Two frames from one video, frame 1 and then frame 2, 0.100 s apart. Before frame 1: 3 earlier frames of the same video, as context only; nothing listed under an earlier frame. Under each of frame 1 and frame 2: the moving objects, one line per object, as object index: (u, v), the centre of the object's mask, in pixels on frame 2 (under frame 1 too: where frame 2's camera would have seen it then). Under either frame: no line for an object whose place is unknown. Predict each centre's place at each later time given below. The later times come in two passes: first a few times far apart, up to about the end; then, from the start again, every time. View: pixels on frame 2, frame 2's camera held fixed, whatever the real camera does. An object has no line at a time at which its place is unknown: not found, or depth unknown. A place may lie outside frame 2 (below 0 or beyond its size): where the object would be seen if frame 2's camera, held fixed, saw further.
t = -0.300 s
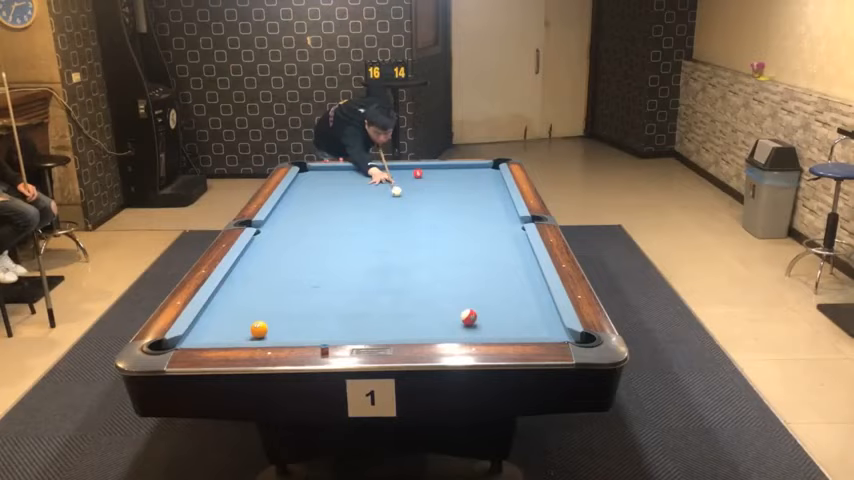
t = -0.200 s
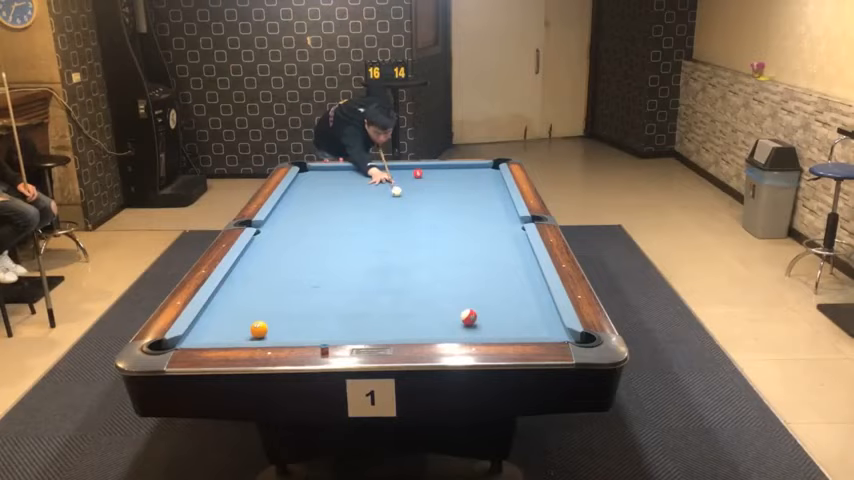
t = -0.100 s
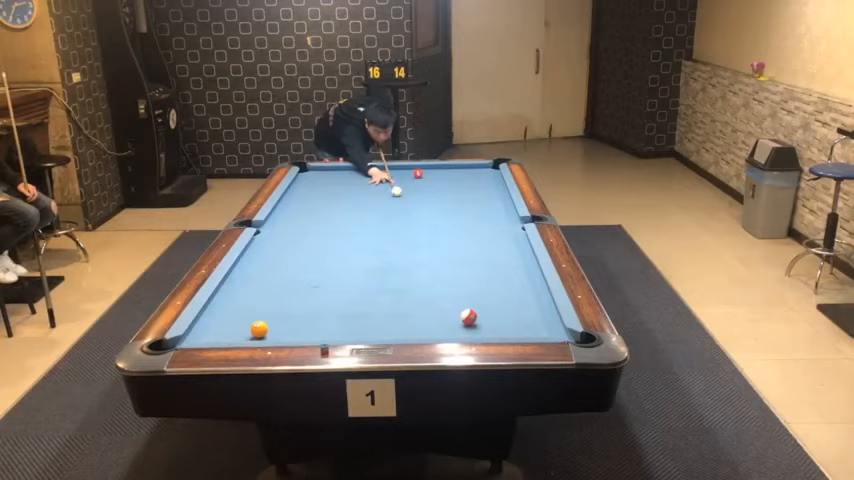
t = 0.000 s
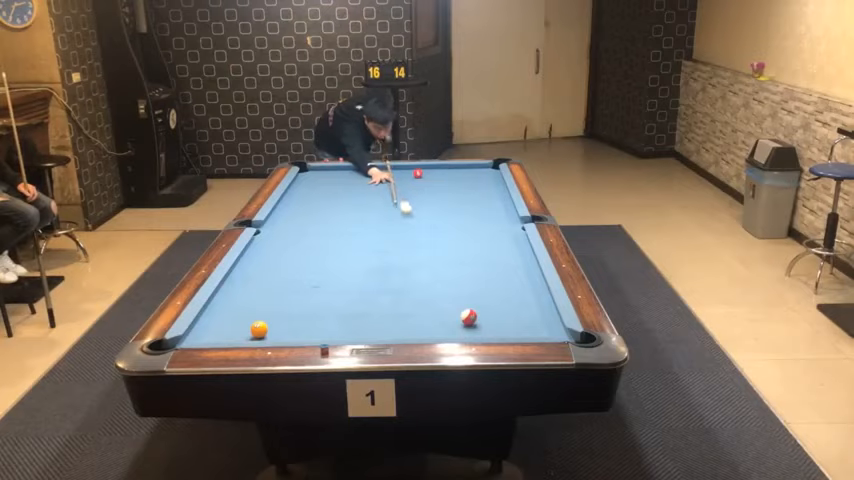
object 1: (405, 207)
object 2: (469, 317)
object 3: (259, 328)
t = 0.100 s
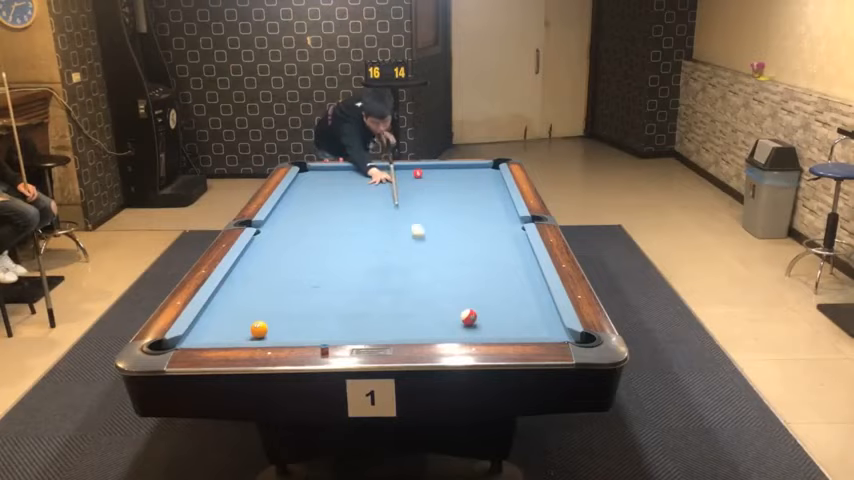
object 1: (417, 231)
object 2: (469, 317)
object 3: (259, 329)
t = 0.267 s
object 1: (440, 275)
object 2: (468, 317)
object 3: (259, 328)
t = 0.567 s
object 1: (408, 328)
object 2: (532, 321)
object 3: (258, 328)
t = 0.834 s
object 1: (336, 331)
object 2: (523, 291)
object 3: (258, 328)
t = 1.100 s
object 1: (268, 321)
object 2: (485, 268)
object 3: (254, 330)
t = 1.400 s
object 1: (224, 302)
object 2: (451, 247)
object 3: (227, 336)
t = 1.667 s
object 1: (244, 284)
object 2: (425, 232)
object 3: (221, 335)
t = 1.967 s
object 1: (280, 267)
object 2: (401, 217)
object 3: (214, 332)
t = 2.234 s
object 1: (307, 254)
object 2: (381, 205)
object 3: (210, 331)
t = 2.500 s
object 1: (331, 242)
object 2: (365, 194)
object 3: (205, 328)
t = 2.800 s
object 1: (355, 230)
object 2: (348, 184)
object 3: (201, 326)
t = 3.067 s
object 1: (373, 222)
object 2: (337, 176)
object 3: (199, 325)
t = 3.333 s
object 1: (389, 213)
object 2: (324, 169)
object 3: (199, 324)
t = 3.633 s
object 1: (406, 206)
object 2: (307, 172)
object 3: (199, 324)
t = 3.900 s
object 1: (420, 199)
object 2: (305, 175)
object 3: (199, 324)
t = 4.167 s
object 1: (431, 193)
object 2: (313, 178)
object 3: (199, 324)
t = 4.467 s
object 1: (443, 187)
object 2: (320, 182)
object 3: (199, 324)
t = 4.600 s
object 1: (448, 185)
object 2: (323, 184)
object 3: (199, 324)
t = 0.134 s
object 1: (422, 239)
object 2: (469, 317)
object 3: (259, 329)
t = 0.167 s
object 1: (426, 247)
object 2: (469, 317)
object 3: (259, 329)
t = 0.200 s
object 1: (431, 256)
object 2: (469, 317)
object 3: (259, 328)
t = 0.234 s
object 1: (436, 266)
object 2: (469, 317)
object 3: (259, 328)
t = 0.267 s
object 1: (440, 275)
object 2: (468, 317)
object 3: (259, 328)
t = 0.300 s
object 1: (446, 285)
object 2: (469, 317)
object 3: (259, 329)
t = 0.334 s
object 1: (451, 295)
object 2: (468, 317)
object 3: (259, 328)
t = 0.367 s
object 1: (456, 307)
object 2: (469, 317)
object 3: (259, 328)
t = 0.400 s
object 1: (452, 314)
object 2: (479, 322)
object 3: (259, 328)
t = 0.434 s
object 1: (442, 317)
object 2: (496, 328)
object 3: (259, 328)
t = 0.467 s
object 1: (433, 320)
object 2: (512, 331)
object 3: (259, 328)
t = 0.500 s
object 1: (425, 322)
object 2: (519, 328)
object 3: (259, 328)
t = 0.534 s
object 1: (417, 326)
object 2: (526, 325)
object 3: (259, 328)
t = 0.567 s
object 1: (408, 328)
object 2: (532, 321)
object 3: (258, 328)
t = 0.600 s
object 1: (400, 329)
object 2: (537, 316)
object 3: (259, 328)
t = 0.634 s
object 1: (392, 331)
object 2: (543, 312)
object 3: (258, 328)
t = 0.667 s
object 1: (383, 333)
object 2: (549, 309)
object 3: (259, 328)
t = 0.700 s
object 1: (374, 333)
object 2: (544, 304)
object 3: (258, 328)
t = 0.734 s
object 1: (364, 333)
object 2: (538, 301)
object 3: (258, 328)
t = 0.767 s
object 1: (355, 332)
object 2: (533, 298)
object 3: (258, 328)
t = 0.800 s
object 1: (345, 331)
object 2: (527, 295)
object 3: (258, 328)
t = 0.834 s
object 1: (336, 331)
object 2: (523, 291)
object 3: (258, 328)
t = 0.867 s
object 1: (326, 330)
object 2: (518, 288)
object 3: (258, 328)
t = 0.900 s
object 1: (317, 329)
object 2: (512, 285)
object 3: (258, 328)
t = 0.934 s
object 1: (307, 328)
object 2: (507, 282)
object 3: (258, 328)
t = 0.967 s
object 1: (298, 327)
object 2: (503, 279)
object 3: (258, 329)
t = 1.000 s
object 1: (289, 326)
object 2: (498, 277)
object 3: (258, 329)
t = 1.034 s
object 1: (280, 326)
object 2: (494, 274)
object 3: (259, 329)
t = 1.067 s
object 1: (272, 324)
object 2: (489, 271)
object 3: (257, 329)
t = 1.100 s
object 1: (268, 321)
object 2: (485, 268)
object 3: (254, 330)
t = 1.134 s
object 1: (263, 318)
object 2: (481, 265)
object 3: (250, 330)
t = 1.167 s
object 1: (258, 316)
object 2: (477, 264)
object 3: (247, 332)
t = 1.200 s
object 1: (252, 314)
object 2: (473, 261)
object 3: (244, 333)
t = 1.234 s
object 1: (247, 312)
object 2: (469, 259)
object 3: (241, 333)
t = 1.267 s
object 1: (242, 310)
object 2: (465, 256)
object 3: (238, 334)
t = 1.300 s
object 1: (238, 308)
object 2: (462, 254)
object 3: (235, 335)
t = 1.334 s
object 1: (233, 306)
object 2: (458, 252)
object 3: (233, 335)
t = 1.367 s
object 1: (228, 304)
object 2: (454, 249)
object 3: (230, 337)
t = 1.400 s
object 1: (224, 302)
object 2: (451, 247)
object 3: (227, 336)
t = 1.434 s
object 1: (219, 300)
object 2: (447, 246)
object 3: (227, 336)
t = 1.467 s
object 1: (217, 298)
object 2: (444, 243)
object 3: (225, 336)
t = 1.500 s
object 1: (222, 295)
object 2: (441, 242)
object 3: (225, 336)
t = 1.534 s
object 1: (226, 293)
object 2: (437, 239)
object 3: (224, 336)
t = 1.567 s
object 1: (231, 291)
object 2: (434, 238)
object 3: (223, 336)
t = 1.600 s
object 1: (236, 289)
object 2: (431, 235)
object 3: (223, 335)
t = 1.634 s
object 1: (240, 286)
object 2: (428, 234)
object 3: (222, 335)
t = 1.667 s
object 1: (244, 284)
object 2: (425, 232)
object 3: (221, 335)
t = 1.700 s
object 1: (248, 282)
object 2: (422, 230)
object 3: (220, 335)
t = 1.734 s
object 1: (253, 280)
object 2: (420, 228)
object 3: (219, 335)
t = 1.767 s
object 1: (257, 278)
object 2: (416, 226)
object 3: (218, 334)
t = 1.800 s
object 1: (261, 276)
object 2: (413, 225)
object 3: (217, 334)
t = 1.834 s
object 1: (265, 274)
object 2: (411, 223)
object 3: (217, 334)
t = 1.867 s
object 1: (268, 272)
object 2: (408, 221)
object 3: (216, 333)
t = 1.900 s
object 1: (272, 270)
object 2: (406, 220)
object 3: (215, 333)
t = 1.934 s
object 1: (276, 268)
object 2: (403, 218)
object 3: (214, 333)
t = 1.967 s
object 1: (280, 267)
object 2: (401, 217)
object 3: (214, 332)
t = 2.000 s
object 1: (283, 265)
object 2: (398, 215)
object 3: (213, 332)
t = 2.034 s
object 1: (287, 263)
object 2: (396, 214)
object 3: (213, 332)
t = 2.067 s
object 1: (290, 262)
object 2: (393, 212)
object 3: (212, 332)
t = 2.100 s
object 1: (294, 260)
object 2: (391, 211)
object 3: (212, 331)
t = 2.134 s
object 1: (297, 258)
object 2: (388, 210)
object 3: (211, 331)
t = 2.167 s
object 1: (301, 257)
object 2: (386, 208)
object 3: (211, 331)
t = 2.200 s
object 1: (304, 255)
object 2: (384, 206)
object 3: (210, 331)
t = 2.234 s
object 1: (307, 254)
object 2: (381, 205)
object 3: (210, 331)
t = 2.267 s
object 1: (310, 252)
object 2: (379, 204)
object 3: (209, 330)
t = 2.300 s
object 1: (313, 251)
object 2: (377, 202)
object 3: (208, 330)
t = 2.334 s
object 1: (317, 249)
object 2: (375, 201)
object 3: (207, 329)
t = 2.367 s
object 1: (320, 248)
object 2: (373, 199)
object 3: (207, 328)
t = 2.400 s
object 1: (323, 246)
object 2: (371, 198)
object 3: (207, 328)
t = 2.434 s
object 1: (326, 245)
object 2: (369, 197)
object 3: (206, 328)
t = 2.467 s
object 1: (328, 244)
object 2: (367, 196)
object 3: (206, 328)
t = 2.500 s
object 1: (331, 242)
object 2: (365, 194)
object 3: (205, 328)
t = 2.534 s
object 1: (334, 241)
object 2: (363, 194)
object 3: (205, 327)
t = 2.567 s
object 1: (337, 239)
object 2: (361, 192)
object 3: (204, 327)
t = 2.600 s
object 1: (339, 238)
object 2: (359, 191)
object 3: (204, 327)
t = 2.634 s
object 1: (342, 237)
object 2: (357, 189)
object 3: (204, 327)
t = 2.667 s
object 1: (345, 235)
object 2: (356, 189)
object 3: (203, 327)
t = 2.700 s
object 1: (347, 234)
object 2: (354, 188)
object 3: (202, 326)
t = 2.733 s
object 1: (350, 233)
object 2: (353, 186)
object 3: (202, 327)
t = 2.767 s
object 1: (352, 232)
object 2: (350, 185)
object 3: (202, 327)
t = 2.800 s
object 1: (355, 230)
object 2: (348, 184)
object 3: (201, 326)
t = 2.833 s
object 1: (357, 229)
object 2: (347, 184)
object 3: (201, 326)
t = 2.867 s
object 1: (359, 228)
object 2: (345, 182)
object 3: (201, 326)
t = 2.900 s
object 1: (362, 227)
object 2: (344, 181)
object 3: (201, 326)
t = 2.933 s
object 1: (364, 226)
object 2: (342, 180)
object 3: (200, 325)
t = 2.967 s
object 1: (367, 225)
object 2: (340, 179)
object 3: (200, 325)
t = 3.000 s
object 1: (369, 224)
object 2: (339, 179)
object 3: (200, 325)
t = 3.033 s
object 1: (371, 222)
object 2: (338, 178)
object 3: (199, 325)
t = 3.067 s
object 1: (373, 222)
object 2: (337, 176)
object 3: (199, 325)
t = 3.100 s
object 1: (375, 221)
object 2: (335, 175)
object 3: (199, 324)
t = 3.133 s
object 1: (377, 220)
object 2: (333, 174)
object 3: (199, 325)
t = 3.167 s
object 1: (380, 218)
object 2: (331, 174)
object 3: (199, 324)
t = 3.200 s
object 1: (381, 217)
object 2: (330, 173)
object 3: (199, 324)
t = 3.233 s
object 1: (384, 216)
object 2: (329, 172)
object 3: (199, 324)
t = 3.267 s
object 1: (386, 215)
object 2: (327, 171)
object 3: (199, 324)
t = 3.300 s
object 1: (387, 214)
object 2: (326, 170)
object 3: (199, 324)
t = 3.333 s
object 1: (389, 213)
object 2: (324, 169)
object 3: (199, 324)
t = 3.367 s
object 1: (391, 212)
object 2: (323, 169)
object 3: (199, 324)
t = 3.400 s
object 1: (393, 211)
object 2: (323, 168)
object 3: (199, 324)
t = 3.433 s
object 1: (395, 210)
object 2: (320, 168)
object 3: (199, 324)
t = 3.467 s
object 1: (397, 210)
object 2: (317, 169)
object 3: (199, 324)
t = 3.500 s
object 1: (399, 209)
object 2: (315, 169)
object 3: (199, 324)
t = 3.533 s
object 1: (401, 208)
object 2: (314, 169)
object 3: (199, 324)
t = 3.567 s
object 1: (403, 207)
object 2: (311, 170)
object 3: (199, 324)
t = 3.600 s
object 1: (405, 206)
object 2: (308, 171)
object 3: (199, 324)
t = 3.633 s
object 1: (406, 206)
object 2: (307, 172)
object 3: (199, 324)
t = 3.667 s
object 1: (408, 204)
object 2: (305, 172)
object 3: (199, 324)
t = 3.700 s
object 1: (410, 203)
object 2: (302, 172)
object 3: (199, 324)
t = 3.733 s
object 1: (411, 203)
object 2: (301, 173)
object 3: (199, 324)
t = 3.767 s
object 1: (413, 202)
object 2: (303, 174)
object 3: (199, 324)
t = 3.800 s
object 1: (415, 201)
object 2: (304, 174)
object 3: (199, 324)
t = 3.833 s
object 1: (416, 200)
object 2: (304, 174)
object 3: (199, 324)
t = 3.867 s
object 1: (418, 200)
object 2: (305, 175)
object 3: (199, 324)
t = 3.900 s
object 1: (420, 199)
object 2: (305, 175)
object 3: (199, 324)
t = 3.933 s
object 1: (421, 198)
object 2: (306, 175)
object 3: (199, 324)
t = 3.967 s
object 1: (423, 197)
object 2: (307, 176)
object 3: (199, 324)
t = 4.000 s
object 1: (424, 197)
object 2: (308, 176)
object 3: (199, 324)
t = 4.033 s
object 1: (426, 196)
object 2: (308, 176)
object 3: (199, 324)
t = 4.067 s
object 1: (427, 195)
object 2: (309, 177)
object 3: (199, 324)
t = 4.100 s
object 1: (428, 194)
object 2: (311, 177)
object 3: (199, 324)
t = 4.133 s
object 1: (430, 194)
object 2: (311, 178)
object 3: (199, 324)
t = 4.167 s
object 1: (431, 193)
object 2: (313, 178)
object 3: (199, 324)
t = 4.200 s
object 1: (432, 192)
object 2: (313, 179)
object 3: (199, 324)
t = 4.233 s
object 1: (434, 192)
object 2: (314, 179)
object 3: (199, 324)
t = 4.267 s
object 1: (435, 191)
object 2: (315, 179)
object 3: (199, 324)
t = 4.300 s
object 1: (437, 190)
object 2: (315, 180)
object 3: (199, 324)
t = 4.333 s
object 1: (438, 190)
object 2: (316, 180)
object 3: (199, 324)
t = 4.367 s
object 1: (439, 189)
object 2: (317, 181)
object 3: (199, 324)
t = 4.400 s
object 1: (441, 188)
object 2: (318, 181)
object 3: (199, 324)
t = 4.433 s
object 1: (442, 188)
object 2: (319, 182)
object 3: (199, 324)
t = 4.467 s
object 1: (443, 187)
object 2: (320, 182)
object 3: (199, 324)
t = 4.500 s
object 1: (445, 186)
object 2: (321, 183)
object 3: (199, 324)
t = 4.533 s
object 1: (446, 186)
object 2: (322, 183)
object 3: (199, 324)
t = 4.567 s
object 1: (447, 185)
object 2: (322, 183)
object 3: (199, 324)
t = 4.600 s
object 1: (448, 185)
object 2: (323, 184)
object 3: (199, 324)
